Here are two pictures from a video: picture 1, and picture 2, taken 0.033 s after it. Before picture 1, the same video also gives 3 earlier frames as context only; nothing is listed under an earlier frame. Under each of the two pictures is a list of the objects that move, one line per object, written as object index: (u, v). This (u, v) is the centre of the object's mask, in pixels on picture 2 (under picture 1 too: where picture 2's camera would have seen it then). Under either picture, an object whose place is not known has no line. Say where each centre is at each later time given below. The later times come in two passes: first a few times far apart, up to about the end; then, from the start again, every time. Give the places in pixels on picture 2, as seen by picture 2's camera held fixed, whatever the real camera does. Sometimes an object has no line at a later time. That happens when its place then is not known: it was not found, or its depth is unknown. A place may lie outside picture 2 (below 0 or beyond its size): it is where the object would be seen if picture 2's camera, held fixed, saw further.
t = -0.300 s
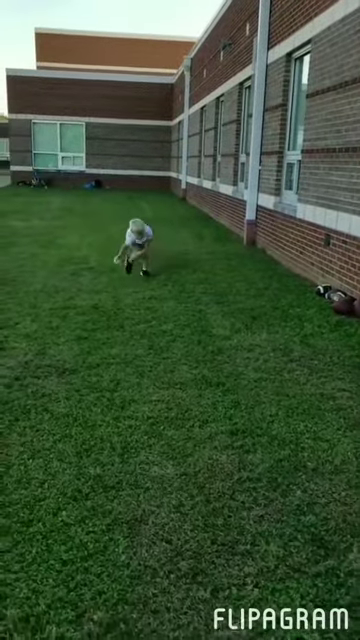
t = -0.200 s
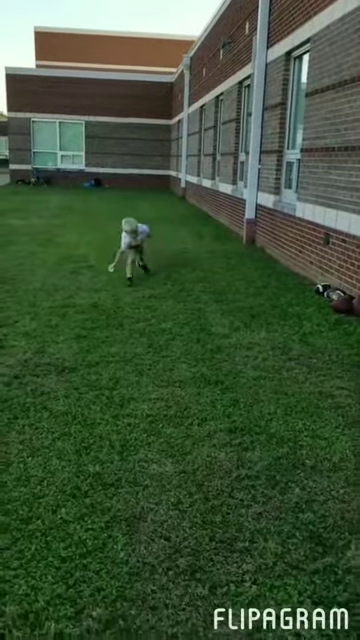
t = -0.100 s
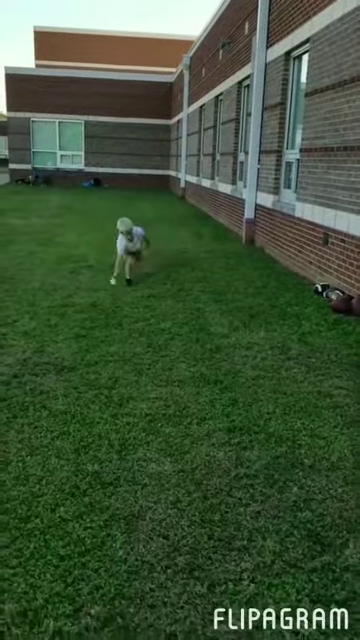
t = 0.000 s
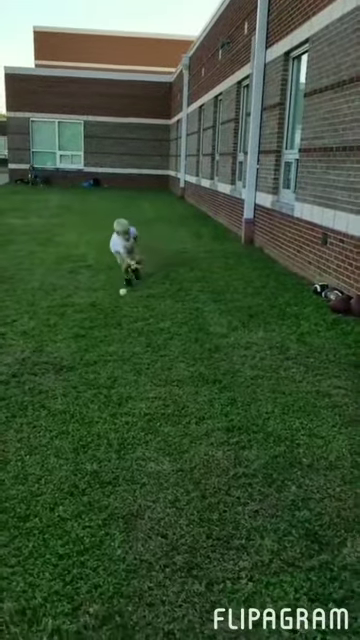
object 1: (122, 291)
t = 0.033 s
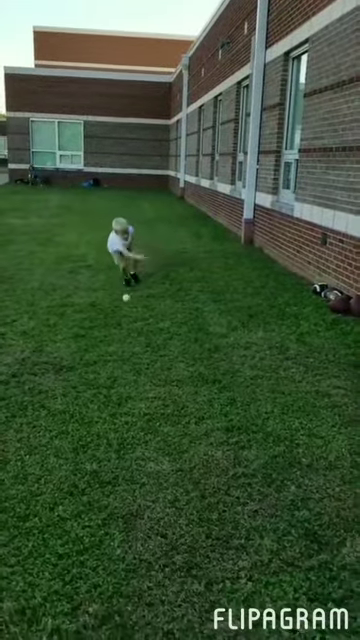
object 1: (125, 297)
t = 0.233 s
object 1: (148, 323)
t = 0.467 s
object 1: (174, 361)
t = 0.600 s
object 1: (197, 387)
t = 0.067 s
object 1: (130, 305)
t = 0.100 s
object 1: (134, 314)
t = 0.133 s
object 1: (139, 324)
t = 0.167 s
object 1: (142, 325)
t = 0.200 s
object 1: (145, 324)
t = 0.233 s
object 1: (148, 323)
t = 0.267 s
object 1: (151, 324)
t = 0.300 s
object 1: (155, 326)
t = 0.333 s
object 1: (159, 330)
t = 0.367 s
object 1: (162, 335)
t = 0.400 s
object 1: (166, 342)
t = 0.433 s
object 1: (170, 350)
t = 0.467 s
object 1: (174, 361)
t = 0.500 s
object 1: (179, 374)
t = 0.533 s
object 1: (184, 381)
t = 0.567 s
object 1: (191, 384)
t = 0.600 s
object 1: (197, 387)
